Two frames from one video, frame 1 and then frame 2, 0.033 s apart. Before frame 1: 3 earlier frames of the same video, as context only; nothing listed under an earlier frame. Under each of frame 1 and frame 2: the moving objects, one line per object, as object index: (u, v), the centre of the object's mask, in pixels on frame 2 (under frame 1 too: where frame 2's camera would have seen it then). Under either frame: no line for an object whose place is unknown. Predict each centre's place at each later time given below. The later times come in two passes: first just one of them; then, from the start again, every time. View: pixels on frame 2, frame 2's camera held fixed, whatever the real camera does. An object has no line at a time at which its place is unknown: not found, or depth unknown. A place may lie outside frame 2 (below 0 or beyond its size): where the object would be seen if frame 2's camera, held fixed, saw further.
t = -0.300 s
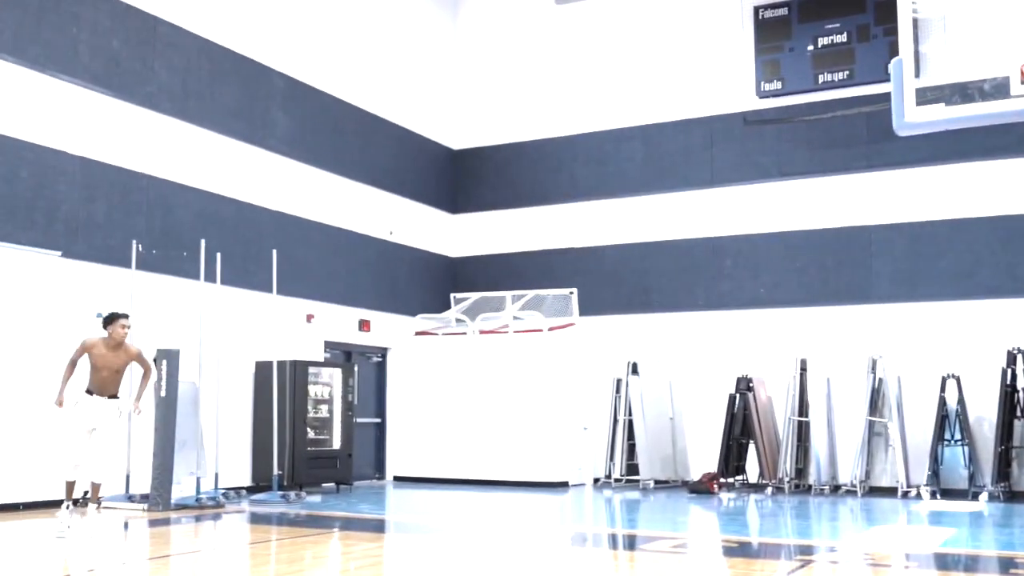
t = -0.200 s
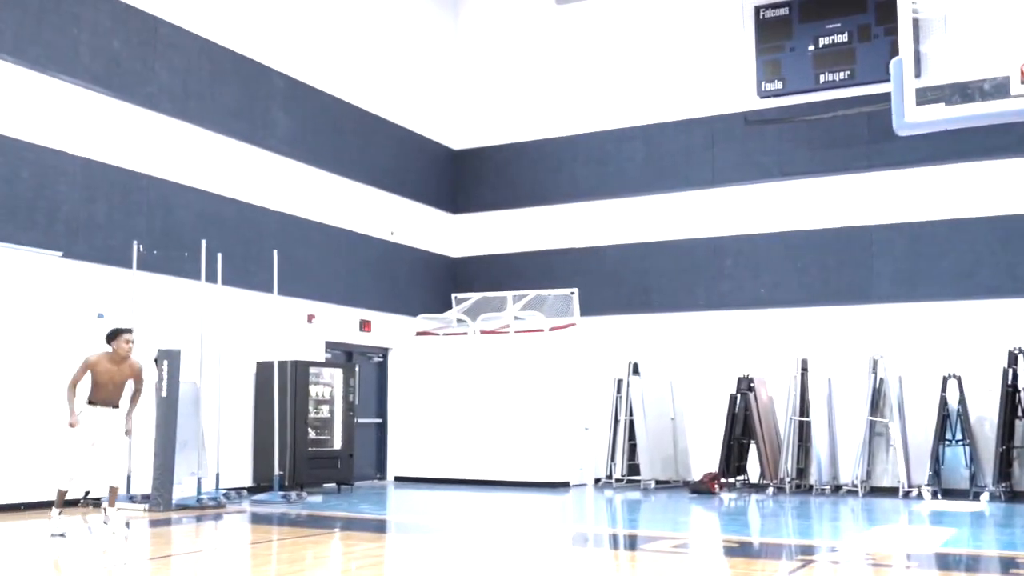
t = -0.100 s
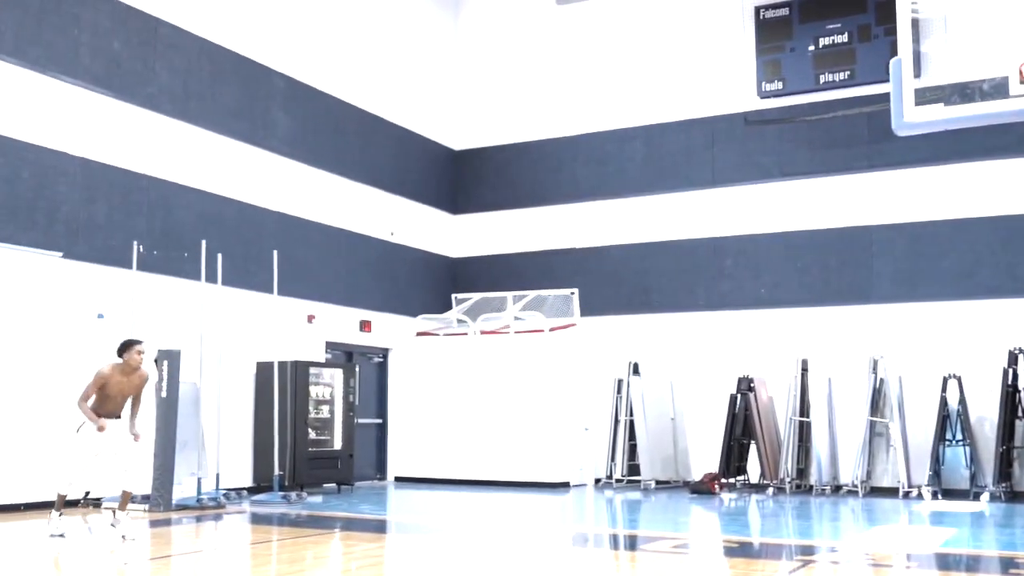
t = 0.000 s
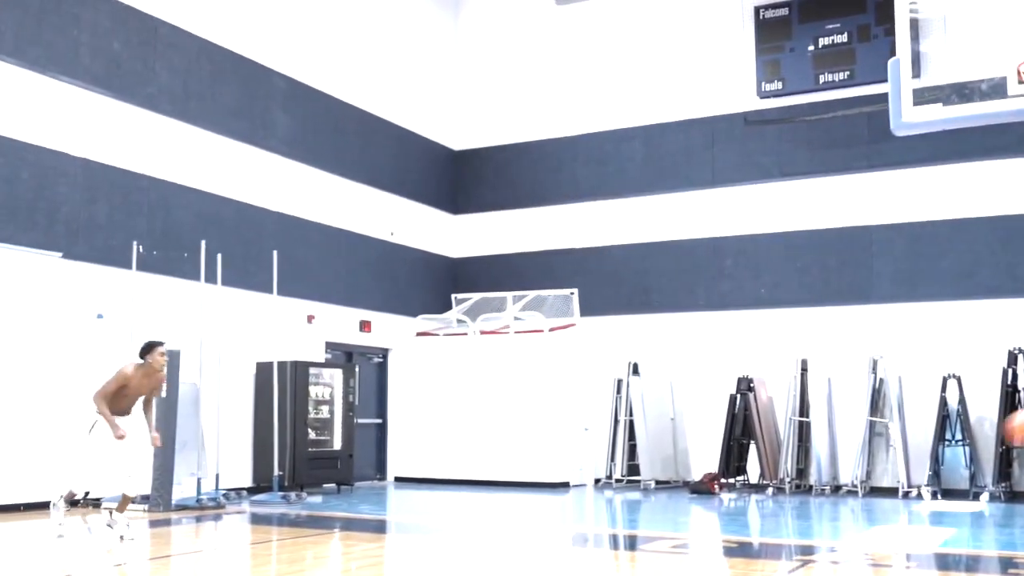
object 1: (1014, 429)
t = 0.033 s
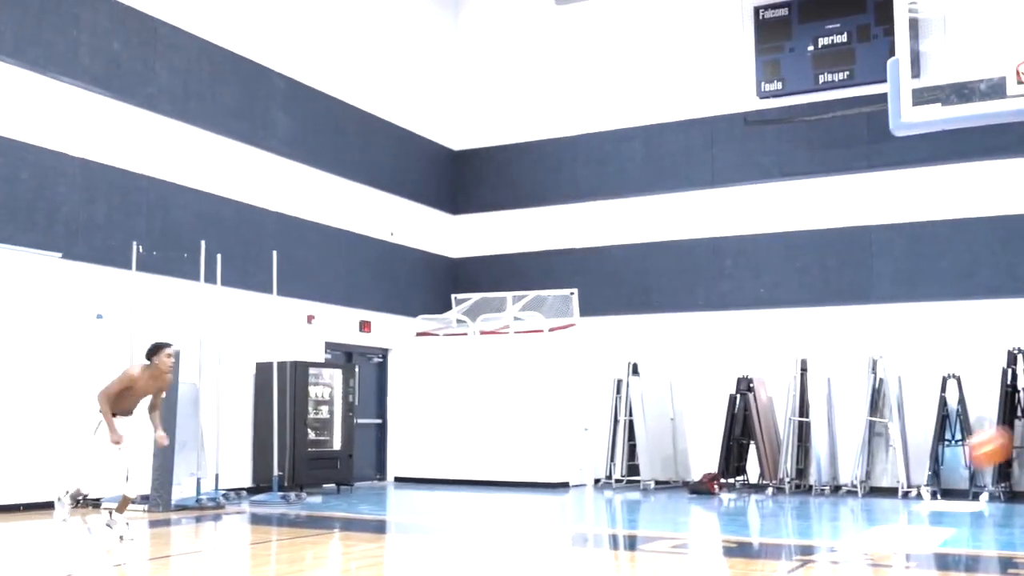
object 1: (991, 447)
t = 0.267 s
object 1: (761, 516)
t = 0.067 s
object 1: (947, 470)
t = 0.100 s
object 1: (907, 493)
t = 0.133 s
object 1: (872, 515)
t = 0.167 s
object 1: (829, 546)
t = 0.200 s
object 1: (800, 558)
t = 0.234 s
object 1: (779, 536)
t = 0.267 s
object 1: (761, 516)
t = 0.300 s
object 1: (741, 498)
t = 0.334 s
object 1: (723, 482)
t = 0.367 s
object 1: (703, 468)
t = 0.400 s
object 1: (680, 451)
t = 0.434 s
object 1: (664, 439)
